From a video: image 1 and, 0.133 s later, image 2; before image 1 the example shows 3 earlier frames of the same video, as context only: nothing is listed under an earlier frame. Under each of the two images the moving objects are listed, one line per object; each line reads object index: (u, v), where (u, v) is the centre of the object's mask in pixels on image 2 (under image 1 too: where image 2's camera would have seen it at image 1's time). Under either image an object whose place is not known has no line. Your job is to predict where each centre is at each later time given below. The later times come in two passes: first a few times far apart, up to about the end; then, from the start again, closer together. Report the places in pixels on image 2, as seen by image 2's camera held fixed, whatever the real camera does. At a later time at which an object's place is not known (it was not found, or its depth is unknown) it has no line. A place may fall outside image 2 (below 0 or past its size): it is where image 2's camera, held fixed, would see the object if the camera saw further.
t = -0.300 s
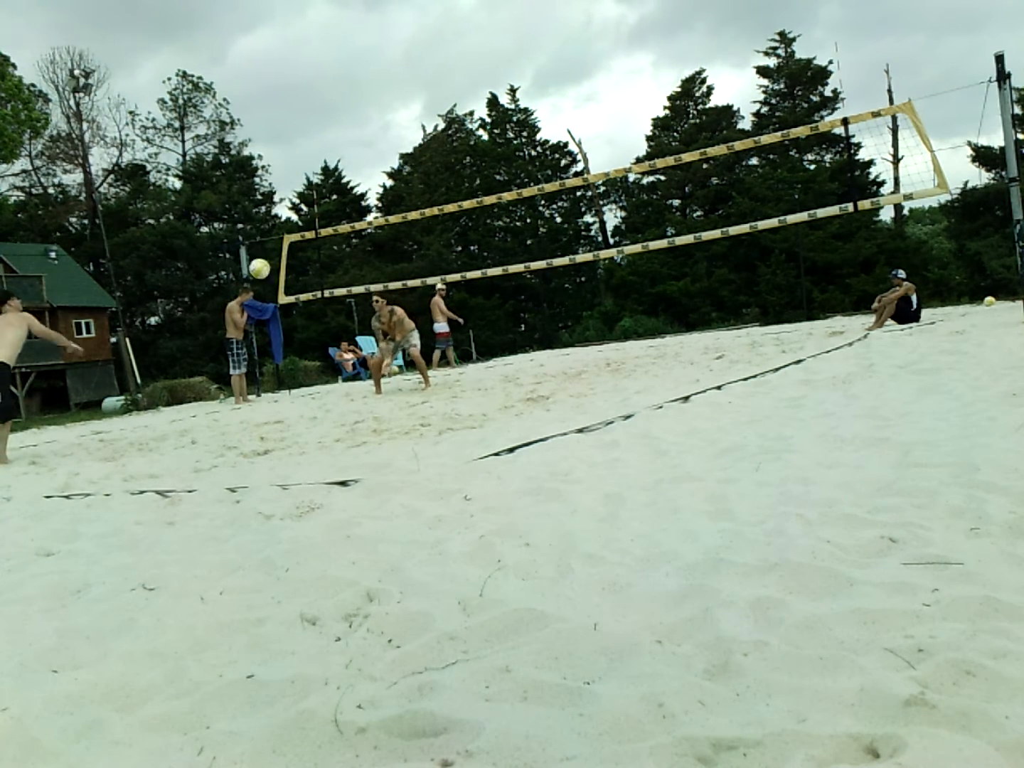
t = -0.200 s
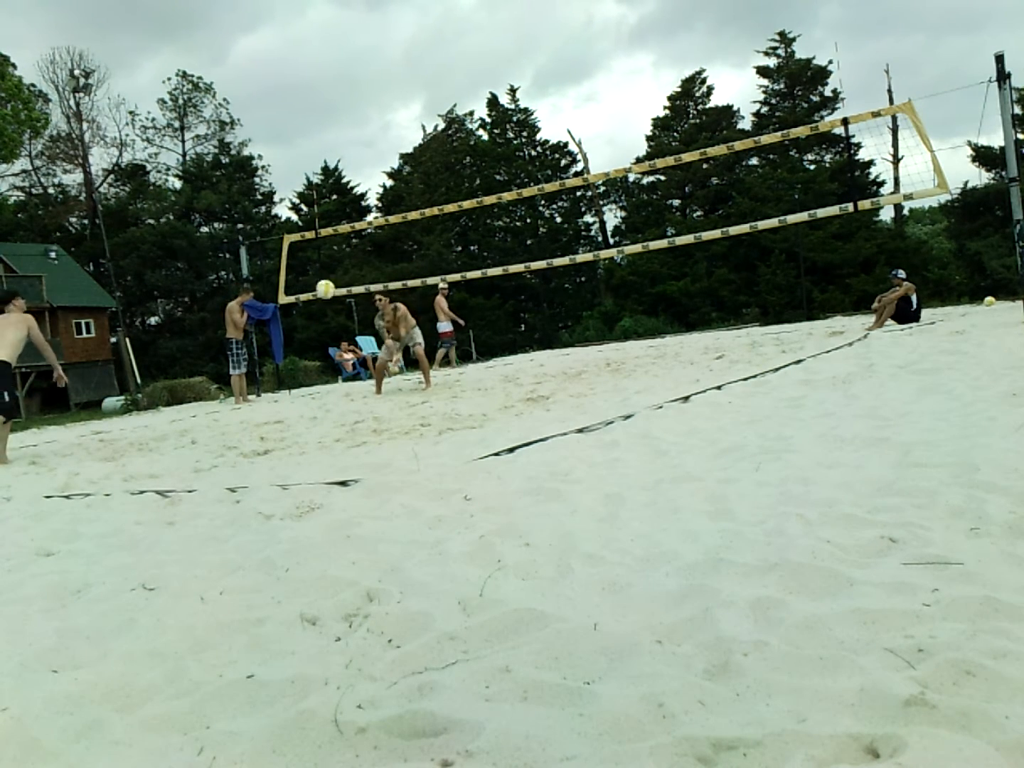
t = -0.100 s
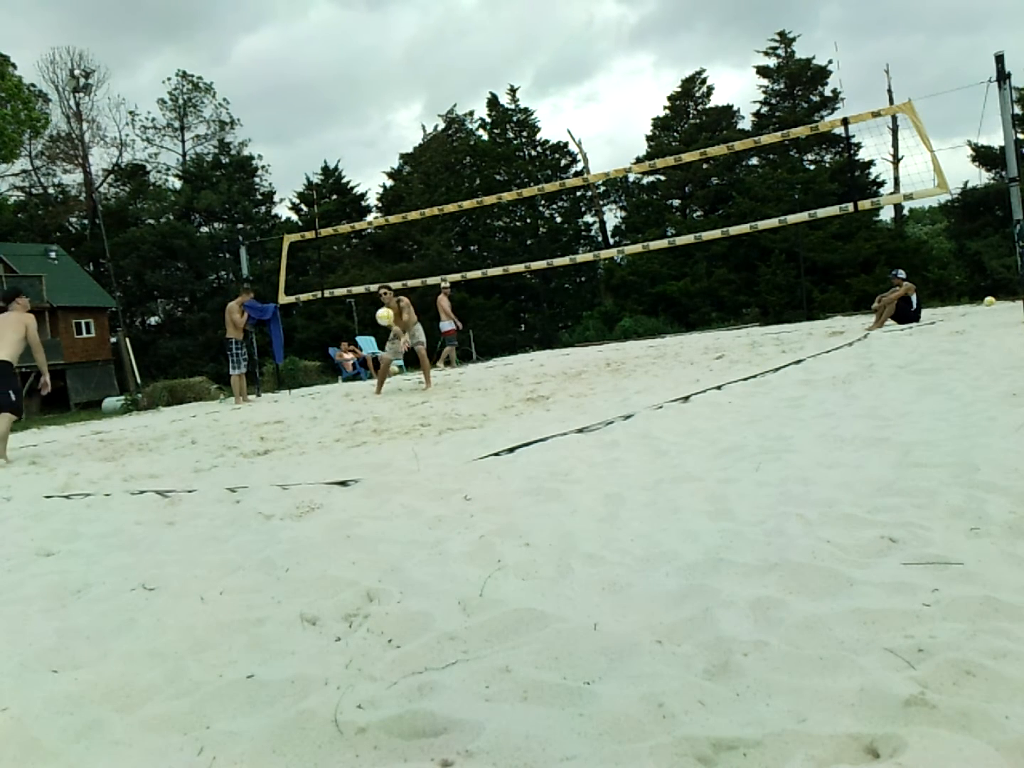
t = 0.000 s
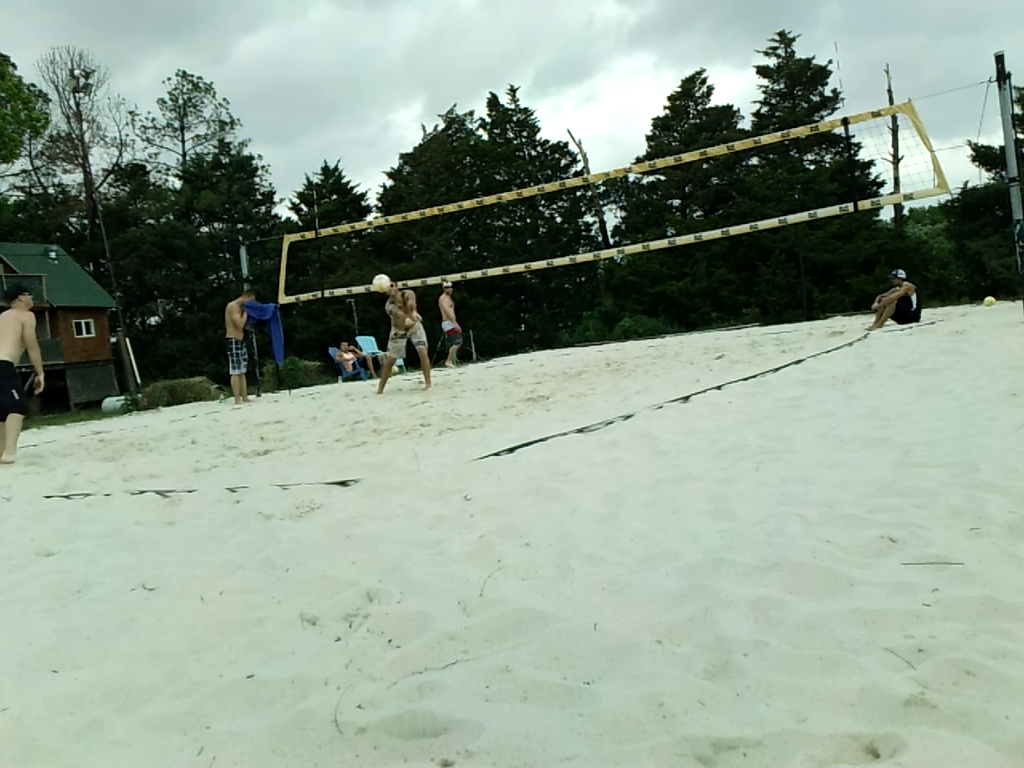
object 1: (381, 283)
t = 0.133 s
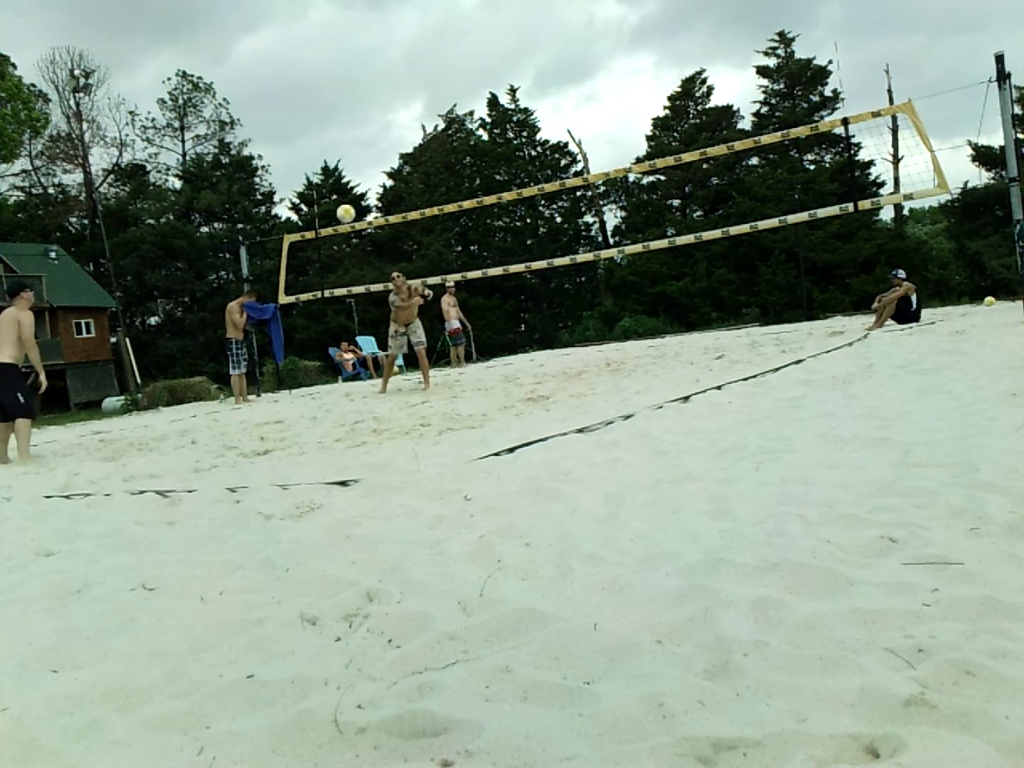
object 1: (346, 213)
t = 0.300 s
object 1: (302, 143)
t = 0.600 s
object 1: (229, 69)
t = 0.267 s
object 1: (310, 156)
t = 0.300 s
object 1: (302, 143)
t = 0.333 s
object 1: (293, 132)
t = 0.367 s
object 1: (286, 121)
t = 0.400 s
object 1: (277, 111)
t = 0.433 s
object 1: (269, 102)
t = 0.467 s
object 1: (261, 93)
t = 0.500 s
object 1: (253, 86)
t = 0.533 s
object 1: (245, 80)
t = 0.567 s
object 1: (237, 75)
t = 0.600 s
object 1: (229, 69)
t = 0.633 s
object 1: (222, 66)
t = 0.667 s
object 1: (215, 62)
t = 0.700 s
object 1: (207, 60)
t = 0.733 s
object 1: (200, 59)
